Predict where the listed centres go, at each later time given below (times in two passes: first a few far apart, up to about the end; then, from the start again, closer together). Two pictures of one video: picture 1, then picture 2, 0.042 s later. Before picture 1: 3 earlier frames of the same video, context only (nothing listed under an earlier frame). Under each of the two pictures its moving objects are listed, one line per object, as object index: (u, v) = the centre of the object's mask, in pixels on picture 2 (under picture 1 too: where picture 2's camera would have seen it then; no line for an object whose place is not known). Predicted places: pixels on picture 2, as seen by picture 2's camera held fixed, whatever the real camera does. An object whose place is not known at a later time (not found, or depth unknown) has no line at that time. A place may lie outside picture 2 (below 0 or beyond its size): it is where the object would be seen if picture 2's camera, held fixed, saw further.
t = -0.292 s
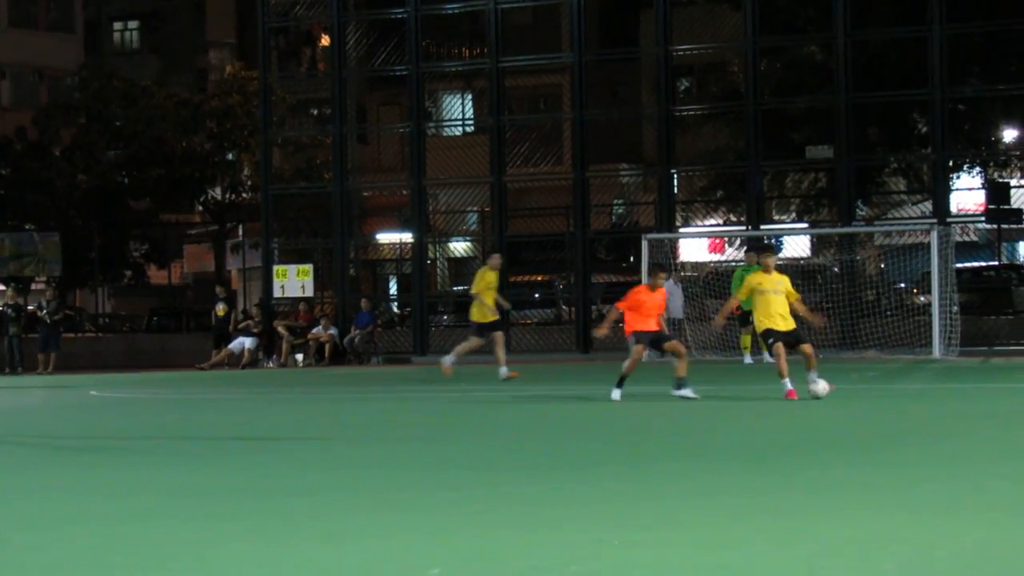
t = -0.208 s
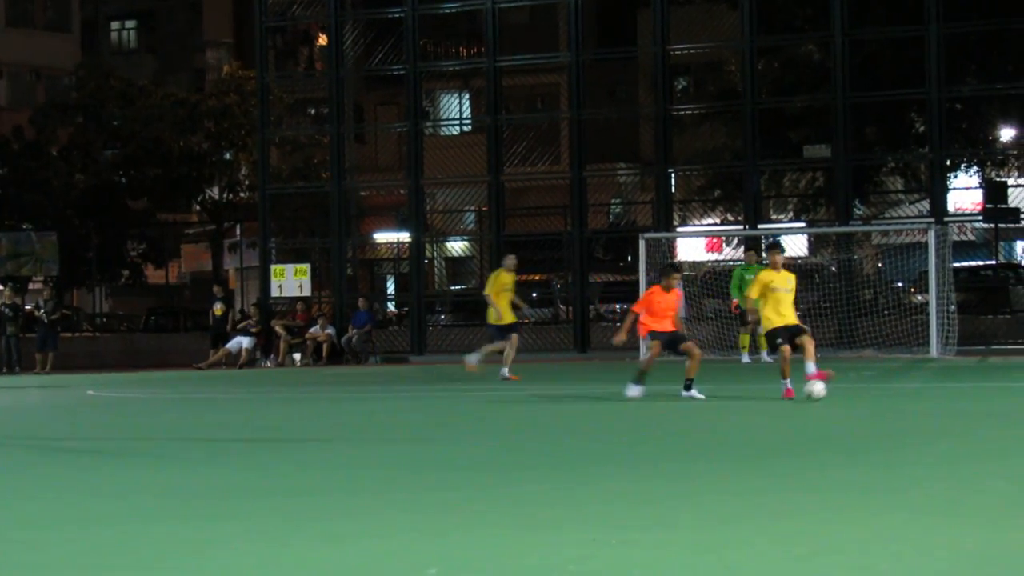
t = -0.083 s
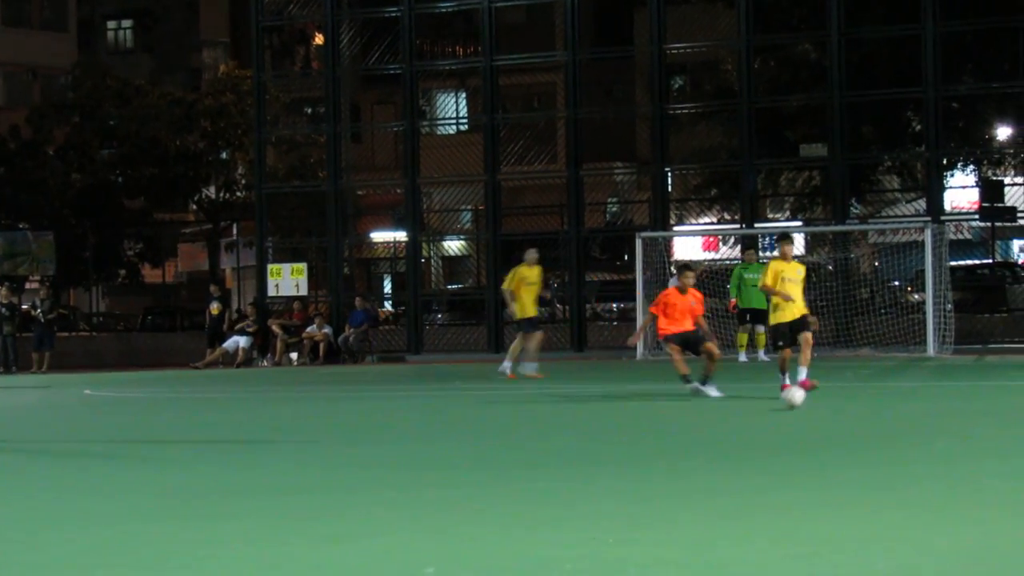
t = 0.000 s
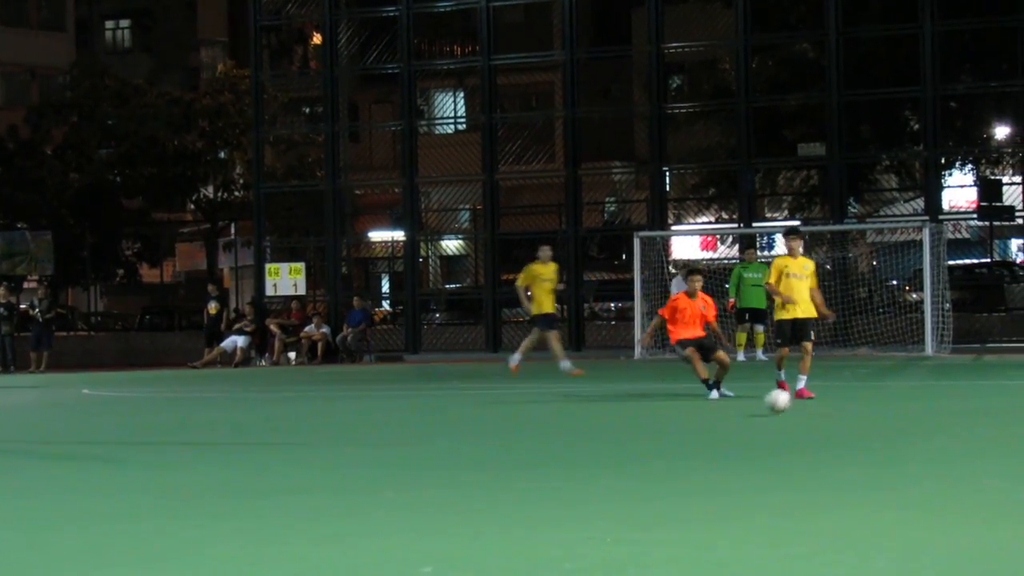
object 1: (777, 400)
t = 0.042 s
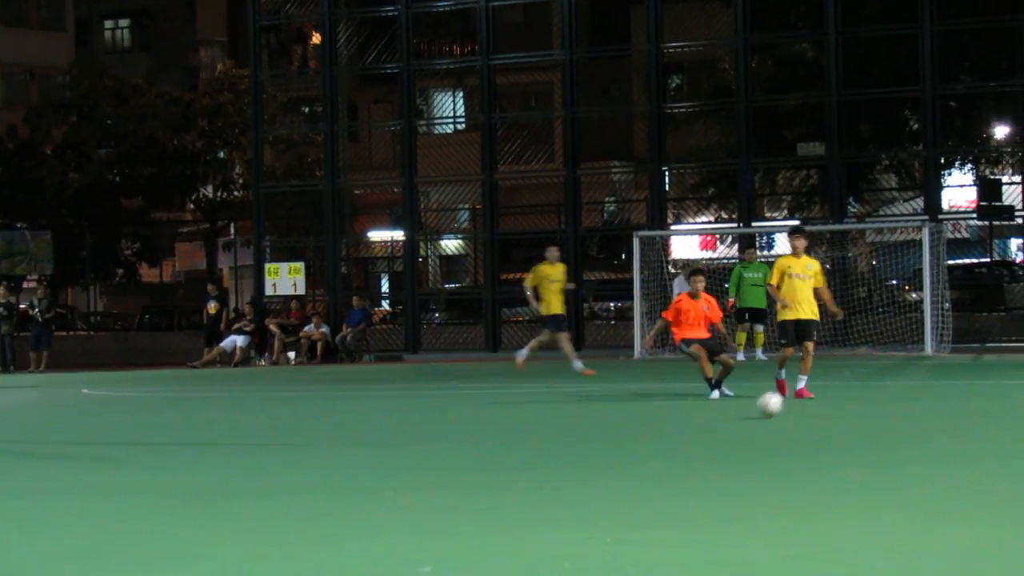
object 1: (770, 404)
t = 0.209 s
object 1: (737, 417)
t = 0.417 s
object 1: (688, 432)
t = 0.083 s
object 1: (762, 408)
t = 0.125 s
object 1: (754, 409)
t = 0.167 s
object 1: (746, 411)
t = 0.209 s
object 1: (737, 417)
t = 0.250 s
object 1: (727, 418)
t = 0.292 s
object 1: (717, 419)
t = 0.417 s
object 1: (688, 432)
